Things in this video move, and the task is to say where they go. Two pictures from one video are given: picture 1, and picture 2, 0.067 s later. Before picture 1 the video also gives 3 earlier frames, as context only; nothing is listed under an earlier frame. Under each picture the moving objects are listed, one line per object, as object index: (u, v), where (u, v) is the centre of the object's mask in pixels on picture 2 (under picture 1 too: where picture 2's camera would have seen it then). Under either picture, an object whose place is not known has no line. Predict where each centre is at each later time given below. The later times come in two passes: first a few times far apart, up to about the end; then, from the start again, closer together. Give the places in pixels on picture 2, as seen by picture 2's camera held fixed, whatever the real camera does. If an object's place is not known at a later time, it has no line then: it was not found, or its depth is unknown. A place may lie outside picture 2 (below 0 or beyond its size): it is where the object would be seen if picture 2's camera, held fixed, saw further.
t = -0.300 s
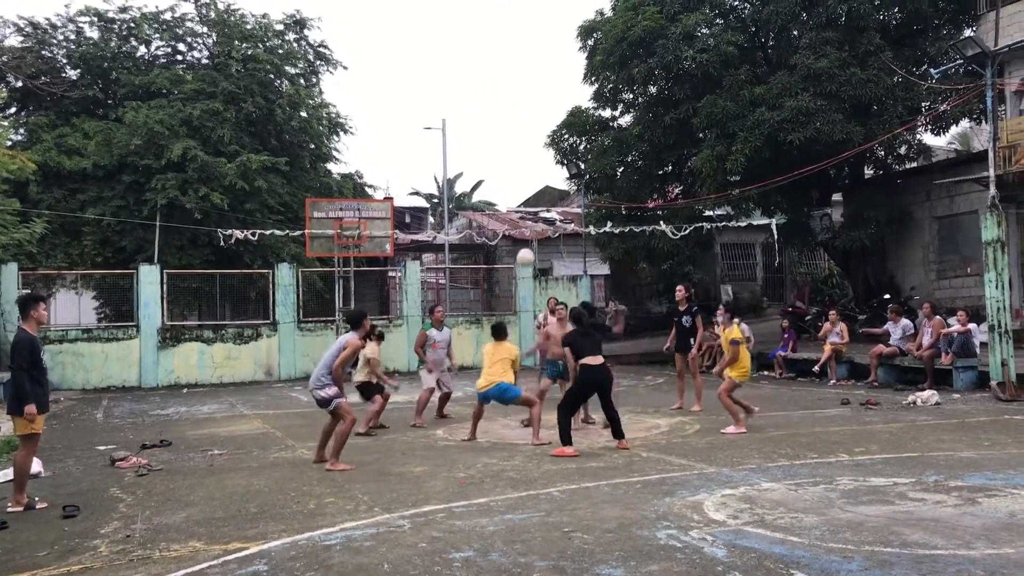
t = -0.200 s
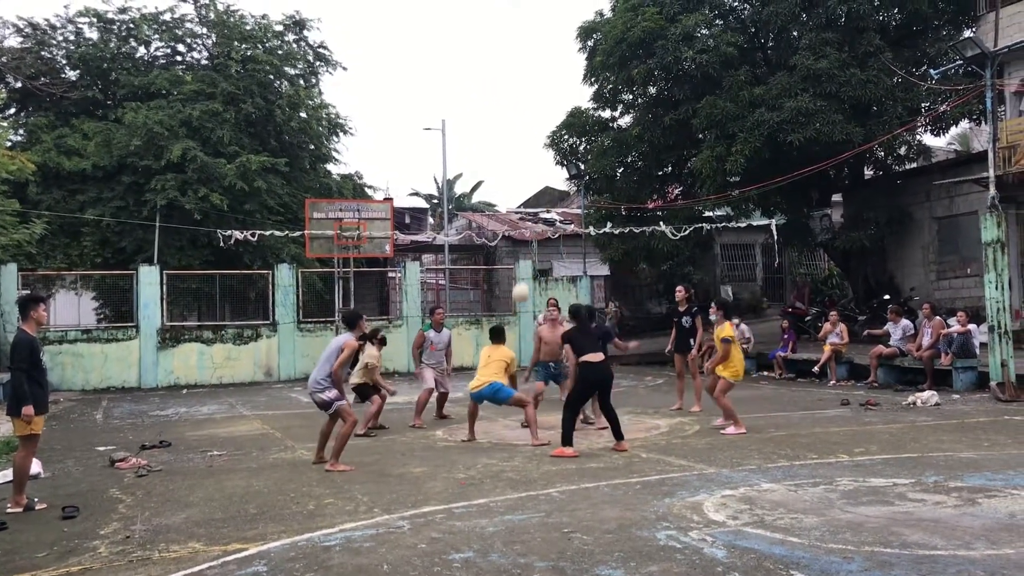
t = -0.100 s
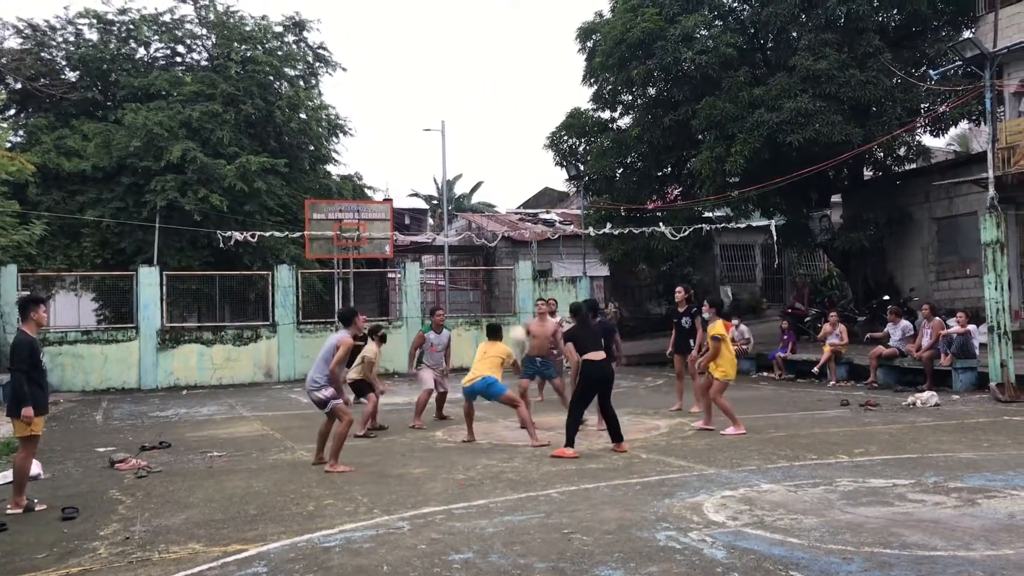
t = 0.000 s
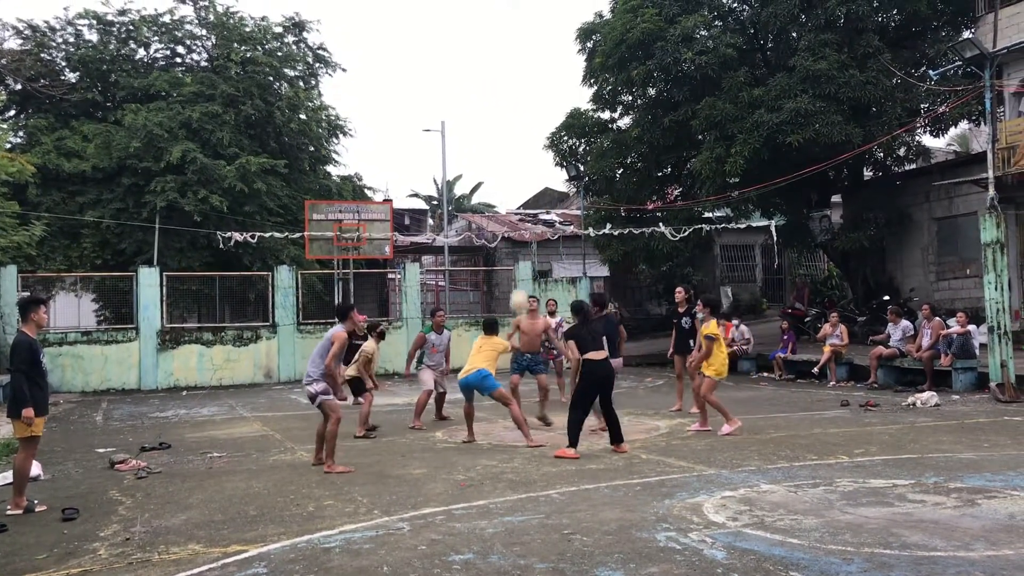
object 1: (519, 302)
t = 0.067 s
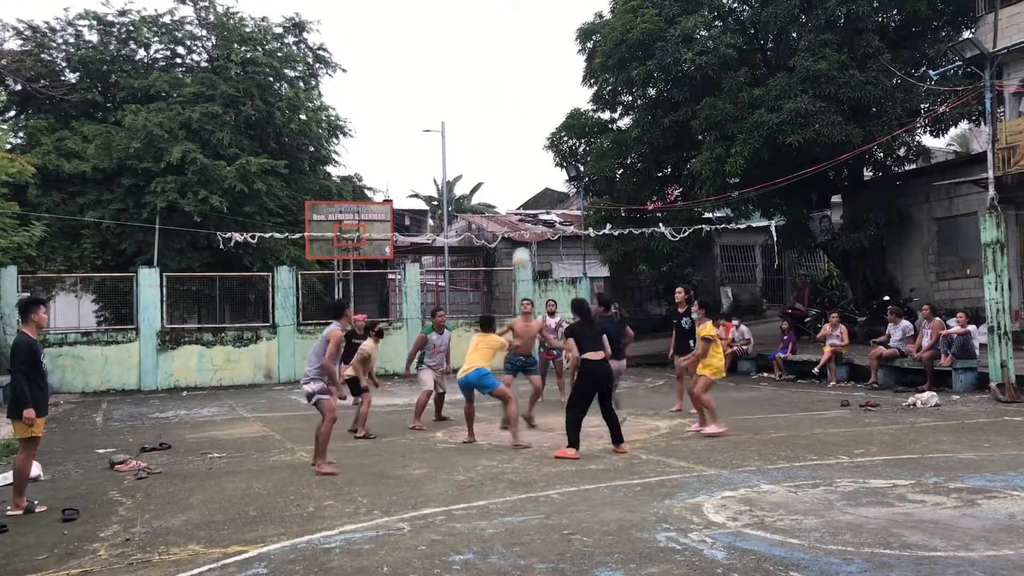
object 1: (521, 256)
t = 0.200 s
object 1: (527, 188)
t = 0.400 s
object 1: (535, 111)
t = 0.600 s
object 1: (541, 68)
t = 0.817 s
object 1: (552, 62)
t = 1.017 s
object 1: (561, 89)
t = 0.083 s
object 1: (522, 247)
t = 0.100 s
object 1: (522, 238)
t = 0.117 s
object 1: (523, 229)
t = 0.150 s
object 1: (525, 213)
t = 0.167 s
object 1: (525, 203)
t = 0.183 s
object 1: (526, 197)
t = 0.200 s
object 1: (527, 188)
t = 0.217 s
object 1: (527, 180)
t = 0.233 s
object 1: (528, 173)
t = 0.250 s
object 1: (529, 165)
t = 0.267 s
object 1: (529, 159)
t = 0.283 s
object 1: (530, 152)
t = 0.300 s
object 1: (531, 145)
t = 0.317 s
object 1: (531, 138)
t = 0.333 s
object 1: (532, 133)
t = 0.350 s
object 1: (533, 127)
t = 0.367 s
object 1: (534, 121)
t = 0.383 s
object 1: (534, 116)
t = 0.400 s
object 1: (535, 111)
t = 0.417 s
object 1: (536, 107)
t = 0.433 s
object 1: (537, 103)
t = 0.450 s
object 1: (537, 98)
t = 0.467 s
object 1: (538, 94)
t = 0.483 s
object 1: (539, 91)
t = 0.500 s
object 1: (540, 87)
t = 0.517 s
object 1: (540, 84)
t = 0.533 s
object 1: (541, 81)
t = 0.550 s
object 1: (539, 74)
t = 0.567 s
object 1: (540, 72)
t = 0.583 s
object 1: (540, 70)
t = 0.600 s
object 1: (541, 68)
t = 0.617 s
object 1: (541, 67)
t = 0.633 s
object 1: (543, 64)
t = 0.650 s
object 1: (544, 63)
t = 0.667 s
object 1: (544, 61)
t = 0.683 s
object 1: (544, 60)
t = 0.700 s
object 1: (545, 60)
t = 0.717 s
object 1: (547, 60)
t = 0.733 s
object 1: (548, 59)
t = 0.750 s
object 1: (549, 60)
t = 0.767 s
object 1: (550, 60)
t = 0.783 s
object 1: (550, 60)
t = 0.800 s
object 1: (551, 61)
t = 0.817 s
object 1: (552, 62)
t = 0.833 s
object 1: (553, 63)
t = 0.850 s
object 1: (554, 65)
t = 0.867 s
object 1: (555, 65)
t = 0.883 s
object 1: (555, 67)
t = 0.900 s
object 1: (556, 69)
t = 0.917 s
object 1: (557, 71)
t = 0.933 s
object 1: (557, 74)
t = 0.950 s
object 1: (558, 76)
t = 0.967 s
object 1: (559, 80)
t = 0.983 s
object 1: (560, 82)
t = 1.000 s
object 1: (561, 86)
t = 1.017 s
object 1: (561, 89)
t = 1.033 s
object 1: (563, 93)
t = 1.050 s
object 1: (564, 98)
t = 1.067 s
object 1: (564, 102)
